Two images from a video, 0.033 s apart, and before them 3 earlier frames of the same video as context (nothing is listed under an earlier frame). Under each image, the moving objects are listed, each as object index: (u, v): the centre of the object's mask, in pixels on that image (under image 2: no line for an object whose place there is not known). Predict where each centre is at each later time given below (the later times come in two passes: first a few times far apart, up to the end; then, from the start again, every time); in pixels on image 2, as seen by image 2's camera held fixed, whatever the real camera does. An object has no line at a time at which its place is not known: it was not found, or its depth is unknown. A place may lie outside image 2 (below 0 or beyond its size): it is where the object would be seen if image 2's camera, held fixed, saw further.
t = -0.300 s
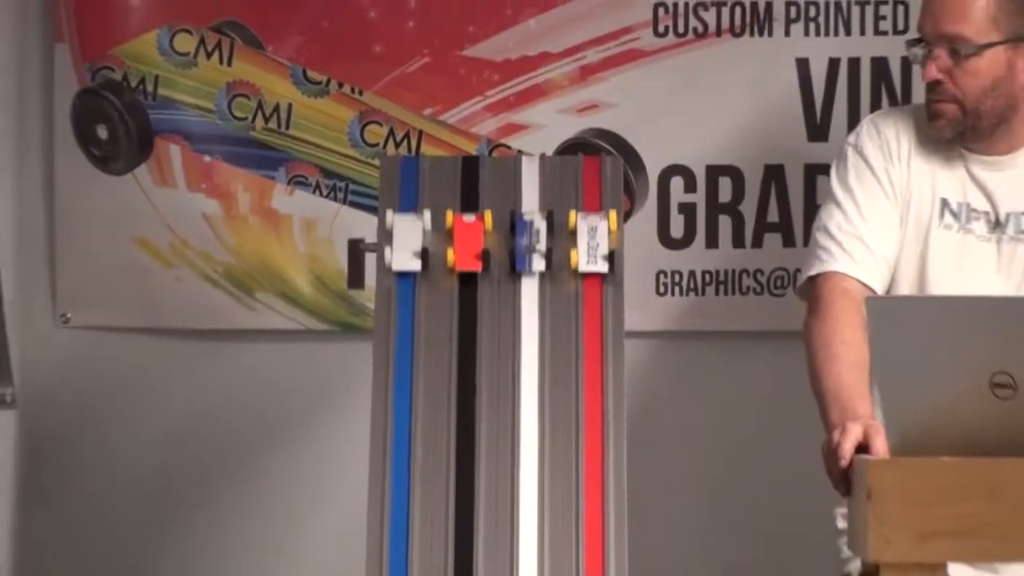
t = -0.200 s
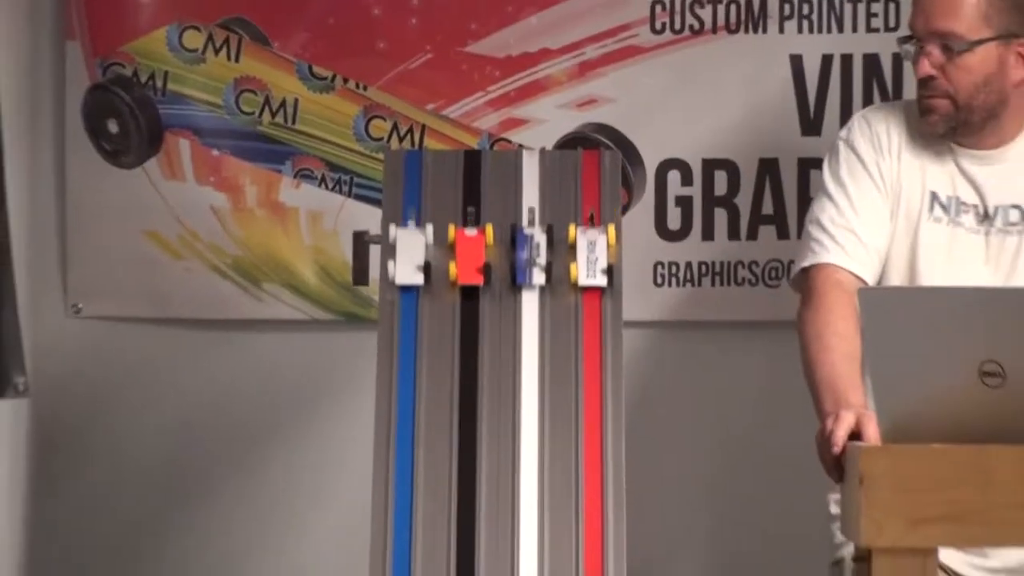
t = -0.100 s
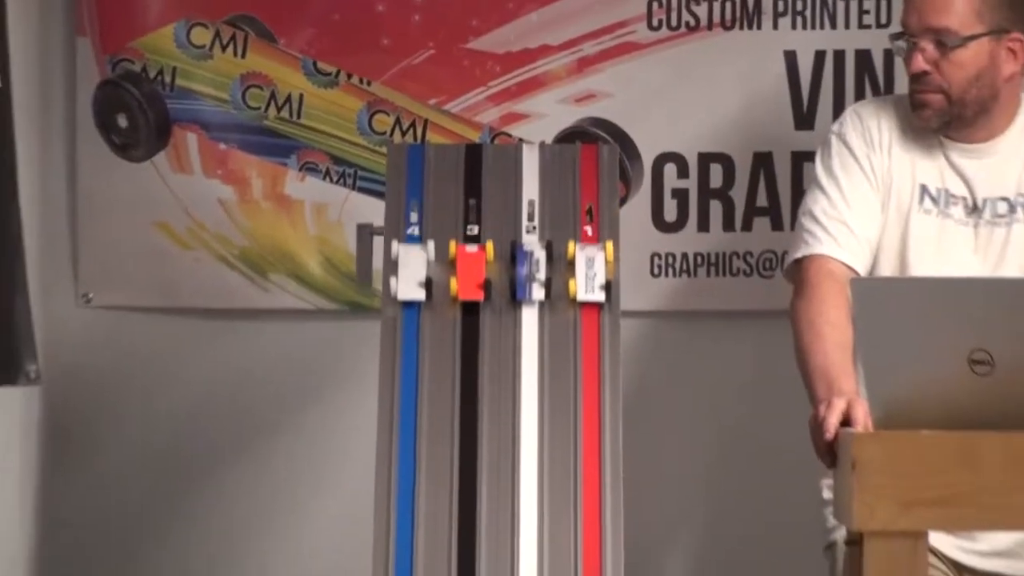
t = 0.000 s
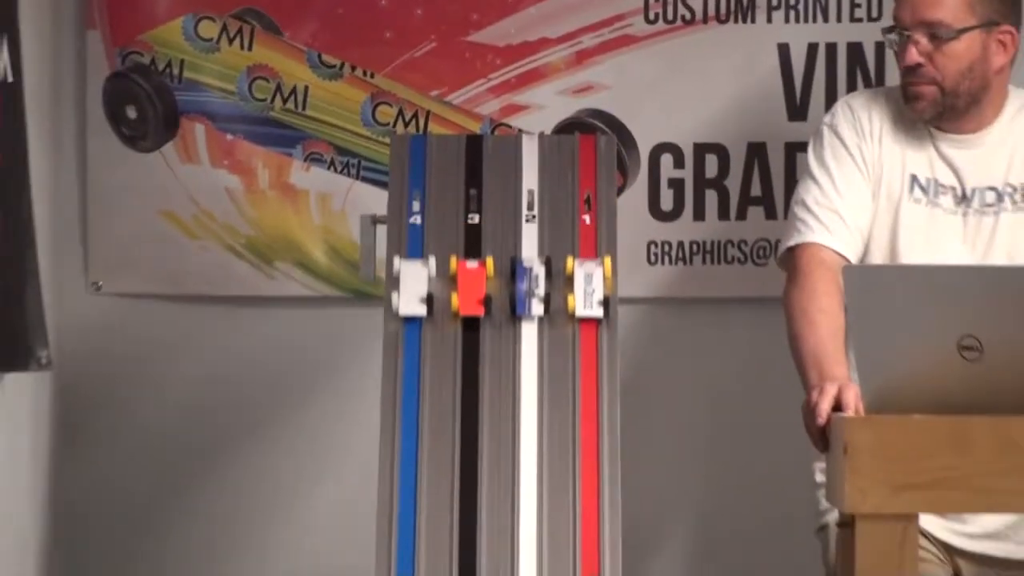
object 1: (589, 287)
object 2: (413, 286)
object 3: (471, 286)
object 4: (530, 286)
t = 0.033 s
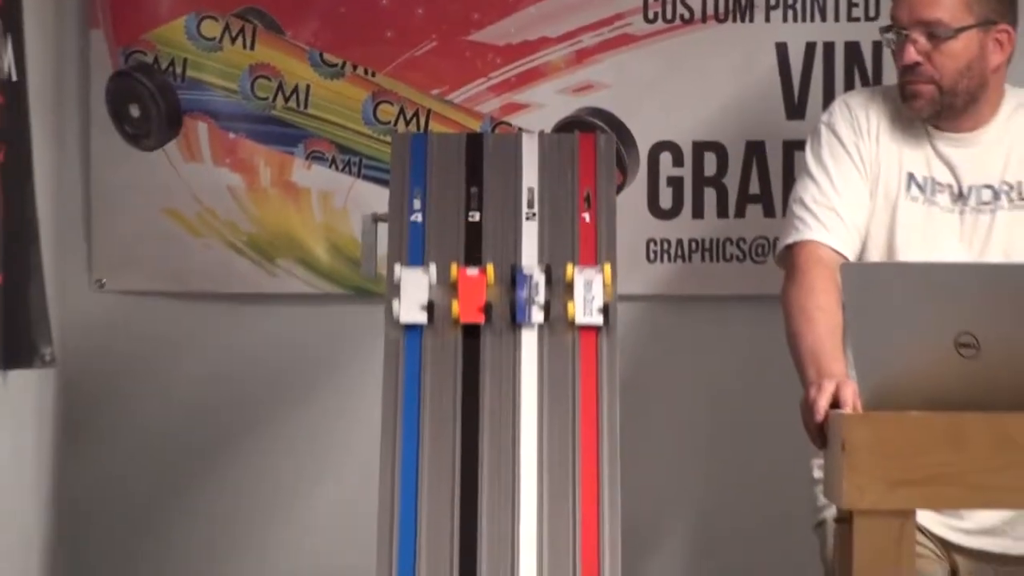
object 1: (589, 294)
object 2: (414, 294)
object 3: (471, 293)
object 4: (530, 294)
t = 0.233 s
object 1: (589, 362)
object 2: (412, 361)
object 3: (470, 361)
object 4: (530, 362)
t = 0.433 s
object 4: (530, 445)
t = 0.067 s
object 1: (589, 304)
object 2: (414, 304)
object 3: (471, 303)
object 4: (530, 304)
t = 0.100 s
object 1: (589, 315)
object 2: (414, 315)
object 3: (471, 314)
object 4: (530, 315)
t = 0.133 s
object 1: (589, 325)
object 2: (413, 325)
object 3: (471, 325)
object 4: (530, 325)
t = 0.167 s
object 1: (589, 337)
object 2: (413, 337)
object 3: (471, 336)
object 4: (530, 337)
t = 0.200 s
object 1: (589, 349)
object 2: (413, 349)
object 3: (471, 348)
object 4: (530, 349)
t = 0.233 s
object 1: (589, 362)
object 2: (412, 361)
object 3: (470, 361)
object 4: (530, 362)
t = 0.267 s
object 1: (589, 374)
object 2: (412, 374)
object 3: (470, 374)
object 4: (530, 374)
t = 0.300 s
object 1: (589, 388)
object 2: (412, 388)
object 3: (470, 387)
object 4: (530, 388)
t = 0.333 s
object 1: (589, 401)
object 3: (470, 400)
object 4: (529, 402)
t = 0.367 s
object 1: (589, 415)
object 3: (470, 414)
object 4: (530, 415)
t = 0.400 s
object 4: (530, 430)
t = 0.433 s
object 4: (530, 445)
